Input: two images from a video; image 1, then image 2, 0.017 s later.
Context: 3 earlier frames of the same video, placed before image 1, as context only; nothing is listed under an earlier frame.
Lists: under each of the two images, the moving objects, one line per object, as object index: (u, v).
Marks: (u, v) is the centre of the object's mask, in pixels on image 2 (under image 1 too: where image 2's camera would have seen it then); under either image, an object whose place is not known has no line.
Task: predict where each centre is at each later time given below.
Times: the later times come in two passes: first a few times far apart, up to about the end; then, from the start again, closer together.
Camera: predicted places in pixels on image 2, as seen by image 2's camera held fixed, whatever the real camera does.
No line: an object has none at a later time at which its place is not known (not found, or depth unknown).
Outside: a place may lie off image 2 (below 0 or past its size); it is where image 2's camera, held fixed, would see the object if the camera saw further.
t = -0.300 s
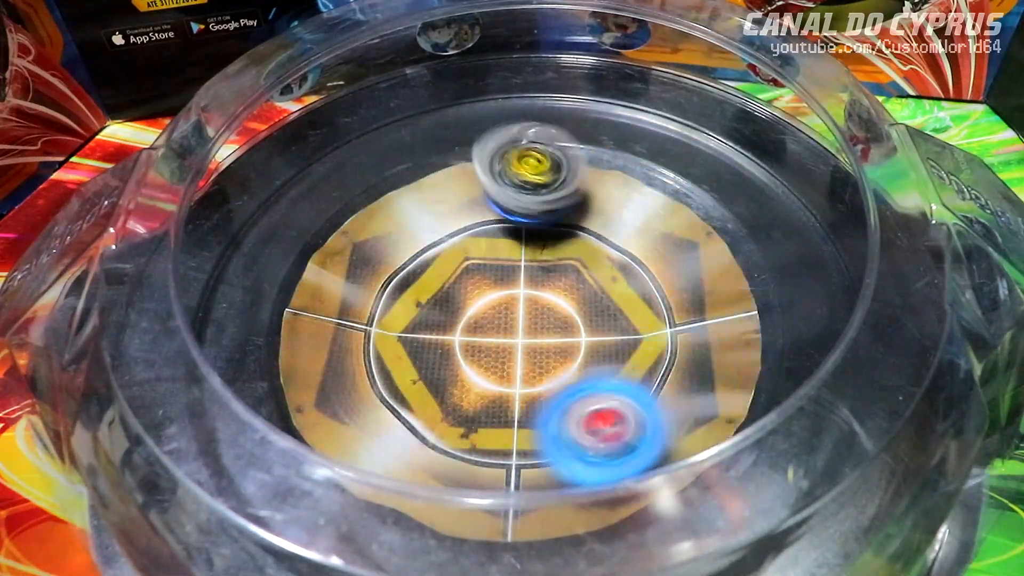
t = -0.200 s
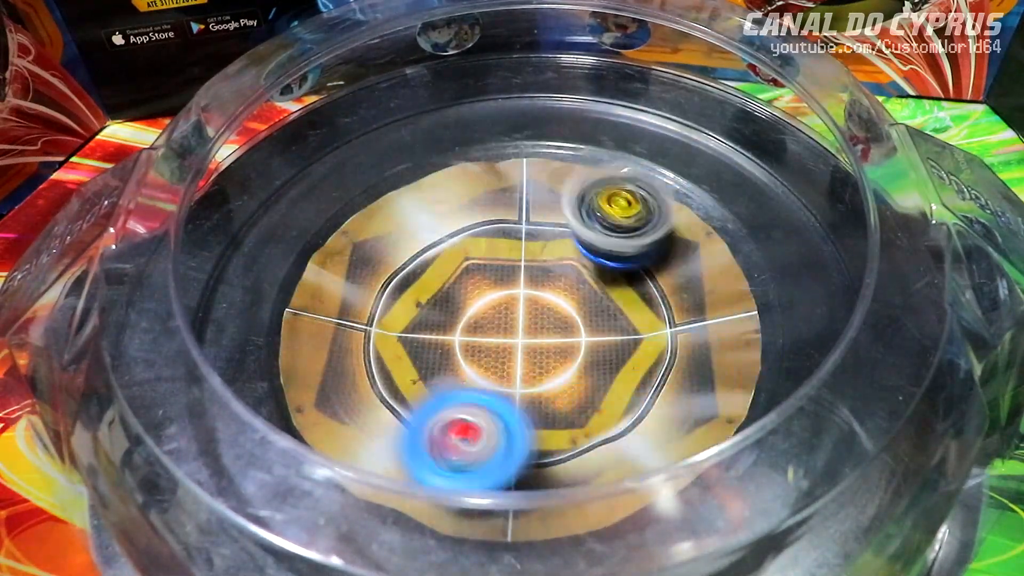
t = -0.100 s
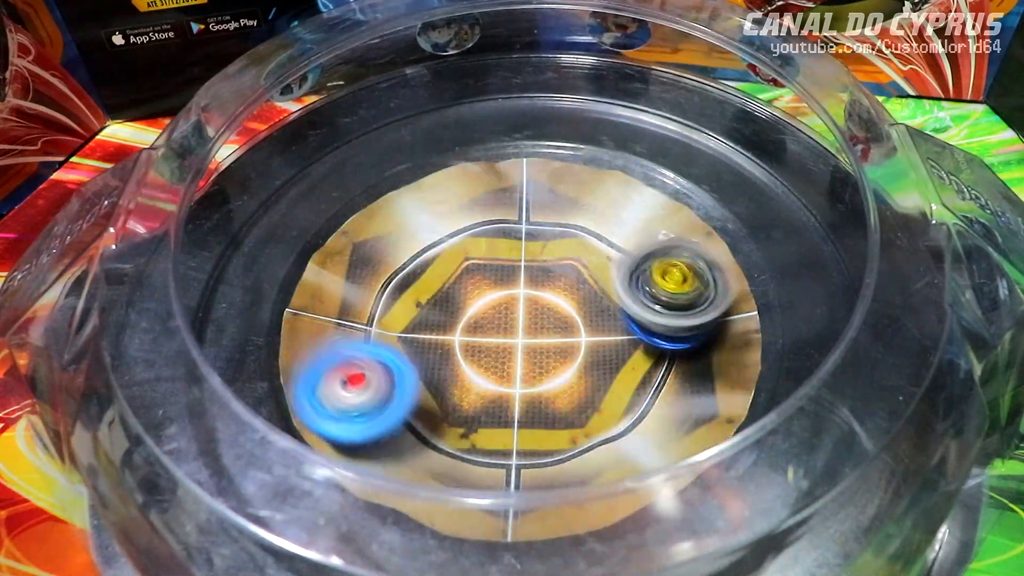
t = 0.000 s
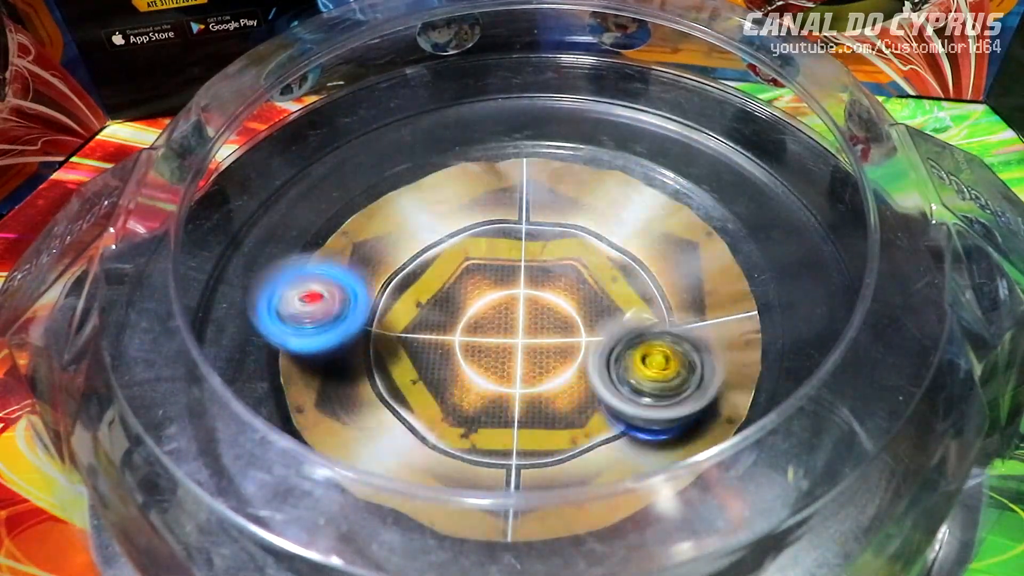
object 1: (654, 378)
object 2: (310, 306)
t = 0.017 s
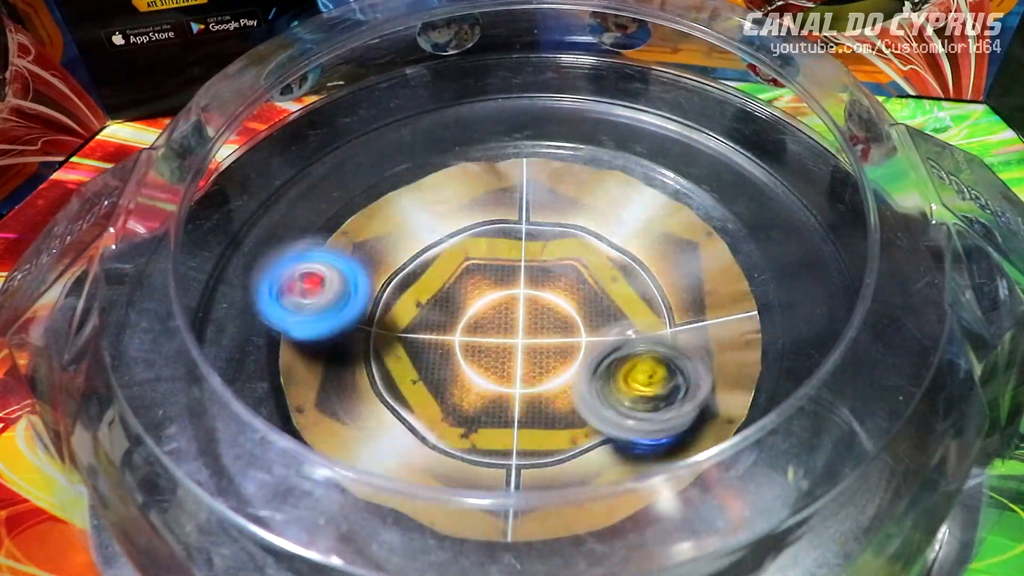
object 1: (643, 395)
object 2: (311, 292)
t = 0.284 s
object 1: (392, 391)
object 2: (481, 149)
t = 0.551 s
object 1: (458, 224)
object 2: (707, 244)
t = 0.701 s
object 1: (556, 212)
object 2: (700, 375)
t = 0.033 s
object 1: (634, 406)
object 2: (312, 279)
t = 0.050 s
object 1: (614, 418)
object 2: (316, 265)
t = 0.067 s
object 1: (596, 425)
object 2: (320, 251)
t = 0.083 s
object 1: (580, 431)
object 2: (326, 237)
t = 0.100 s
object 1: (557, 438)
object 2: (334, 226)
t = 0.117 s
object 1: (542, 439)
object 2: (342, 215)
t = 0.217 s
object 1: (440, 428)
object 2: (418, 162)
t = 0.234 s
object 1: (422, 420)
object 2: (433, 158)
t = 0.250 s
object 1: (412, 409)
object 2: (449, 154)
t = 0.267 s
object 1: (398, 402)
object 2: (465, 151)
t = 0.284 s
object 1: (392, 391)
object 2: (481, 149)
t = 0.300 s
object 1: (385, 378)
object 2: (496, 147)
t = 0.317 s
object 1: (378, 369)
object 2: (513, 147)
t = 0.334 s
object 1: (380, 352)
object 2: (529, 149)
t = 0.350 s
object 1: (374, 339)
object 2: (546, 150)
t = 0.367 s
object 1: (375, 330)
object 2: (562, 152)
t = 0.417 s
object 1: (382, 294)
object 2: (611, 165)
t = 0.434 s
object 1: (386, 284)
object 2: (626, 172)
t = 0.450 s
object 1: (397, 272)
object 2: (641, 180)
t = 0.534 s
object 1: (450, 228)
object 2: (699, 232)
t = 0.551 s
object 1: (458, 224)
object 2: (707, 244)
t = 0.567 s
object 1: (472, 215)
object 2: (714, 255)
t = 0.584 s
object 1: (483, 206)
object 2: (719, 270)
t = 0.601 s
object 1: (497, 209)
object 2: (722, 283)
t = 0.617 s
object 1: (508, 200)
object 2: (724, 298)
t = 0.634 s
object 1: (517, 198)
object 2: (723, 314)
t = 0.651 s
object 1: (529, 199)
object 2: (719, 330)
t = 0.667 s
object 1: (537, 203)
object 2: (716, 345)
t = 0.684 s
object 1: (546, 202)
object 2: (708, 360)
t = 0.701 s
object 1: (556, 212)
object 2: (700, 375)
